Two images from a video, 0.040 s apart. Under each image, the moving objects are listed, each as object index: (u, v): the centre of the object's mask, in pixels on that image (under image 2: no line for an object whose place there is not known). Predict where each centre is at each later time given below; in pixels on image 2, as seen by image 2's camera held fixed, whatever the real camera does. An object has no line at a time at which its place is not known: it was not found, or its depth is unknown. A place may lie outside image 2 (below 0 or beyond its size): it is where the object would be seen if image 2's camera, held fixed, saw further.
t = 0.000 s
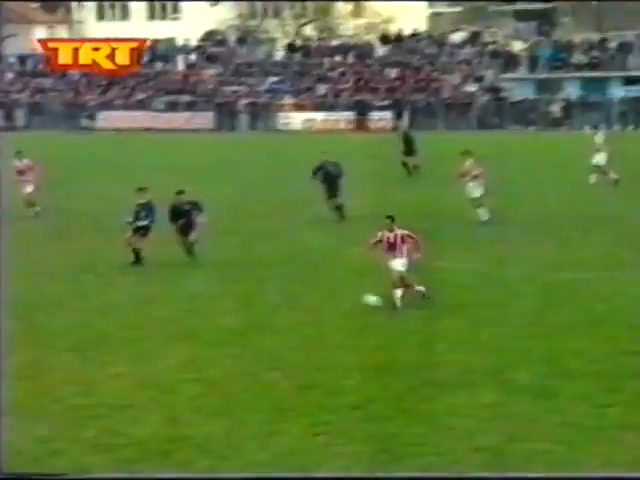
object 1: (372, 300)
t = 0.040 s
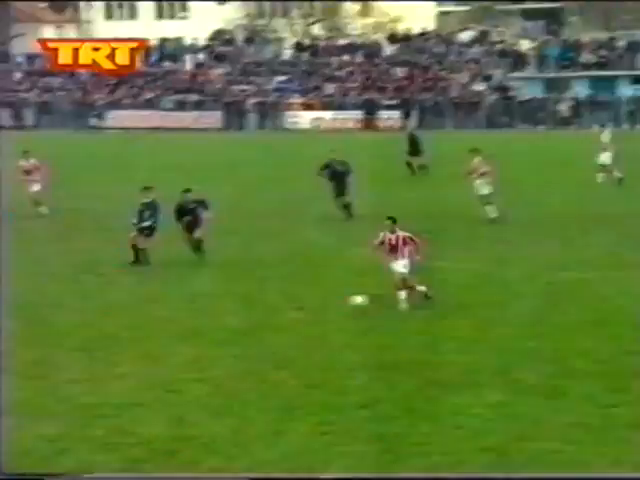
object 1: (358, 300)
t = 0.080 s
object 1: (338, 302)
